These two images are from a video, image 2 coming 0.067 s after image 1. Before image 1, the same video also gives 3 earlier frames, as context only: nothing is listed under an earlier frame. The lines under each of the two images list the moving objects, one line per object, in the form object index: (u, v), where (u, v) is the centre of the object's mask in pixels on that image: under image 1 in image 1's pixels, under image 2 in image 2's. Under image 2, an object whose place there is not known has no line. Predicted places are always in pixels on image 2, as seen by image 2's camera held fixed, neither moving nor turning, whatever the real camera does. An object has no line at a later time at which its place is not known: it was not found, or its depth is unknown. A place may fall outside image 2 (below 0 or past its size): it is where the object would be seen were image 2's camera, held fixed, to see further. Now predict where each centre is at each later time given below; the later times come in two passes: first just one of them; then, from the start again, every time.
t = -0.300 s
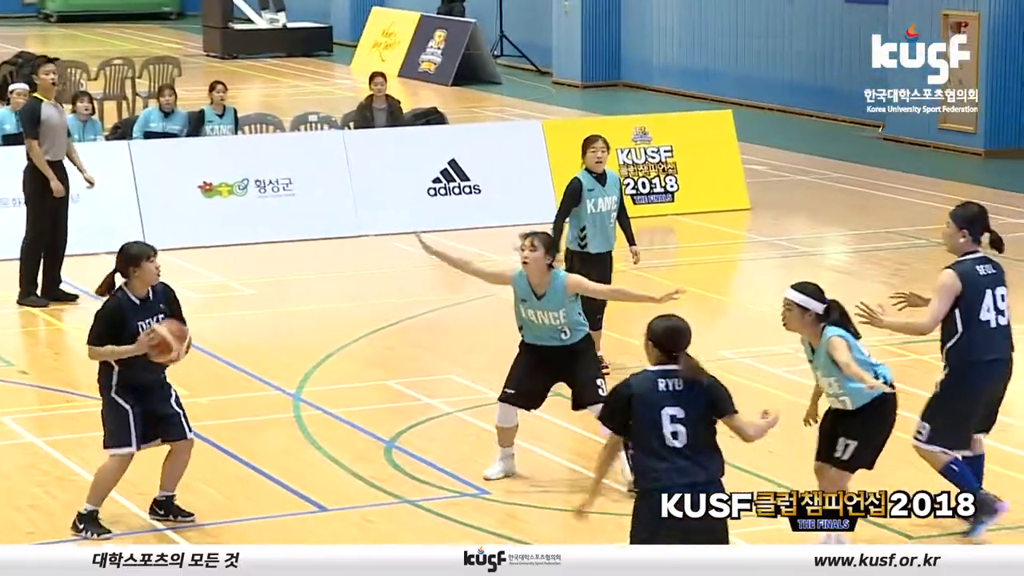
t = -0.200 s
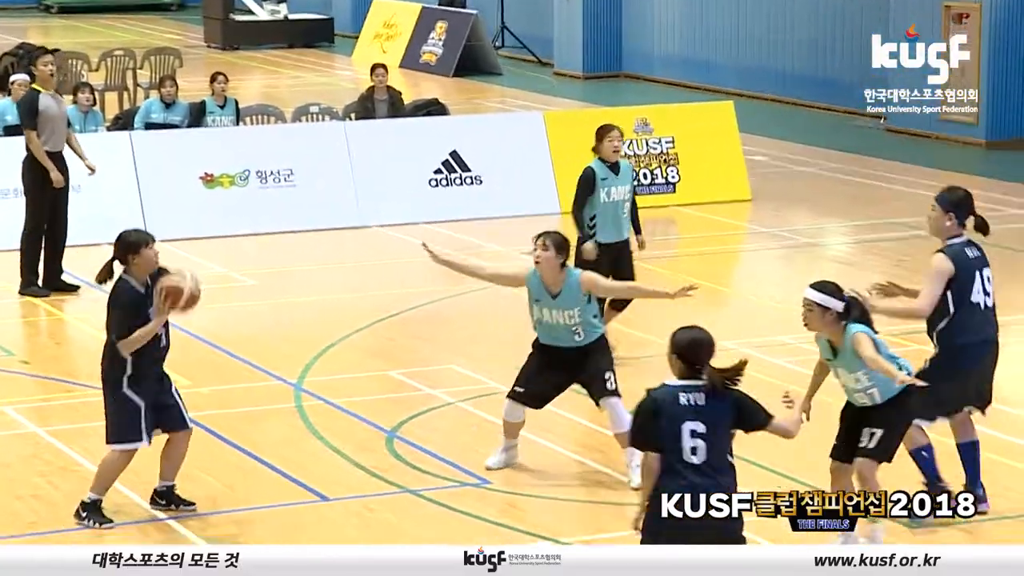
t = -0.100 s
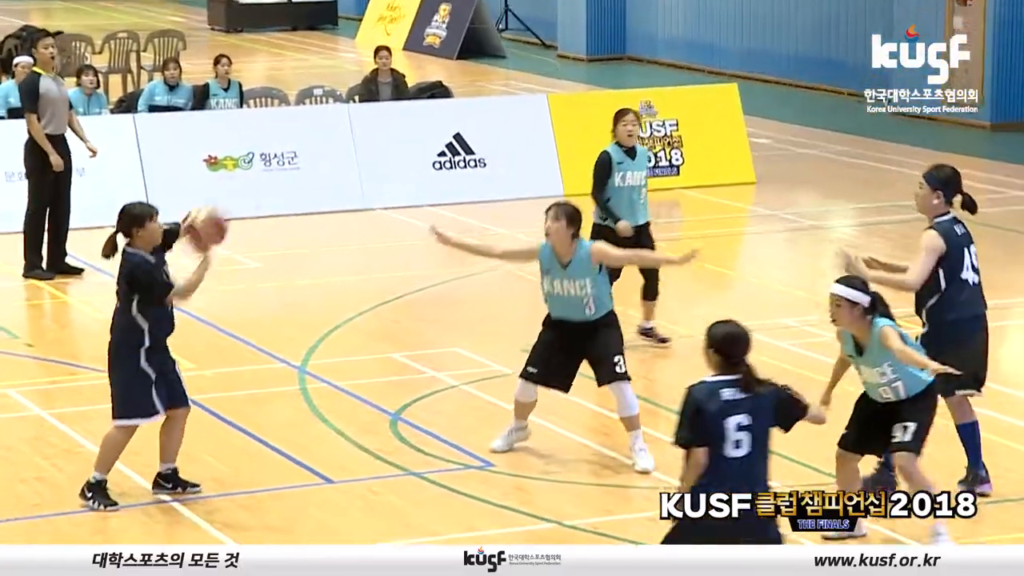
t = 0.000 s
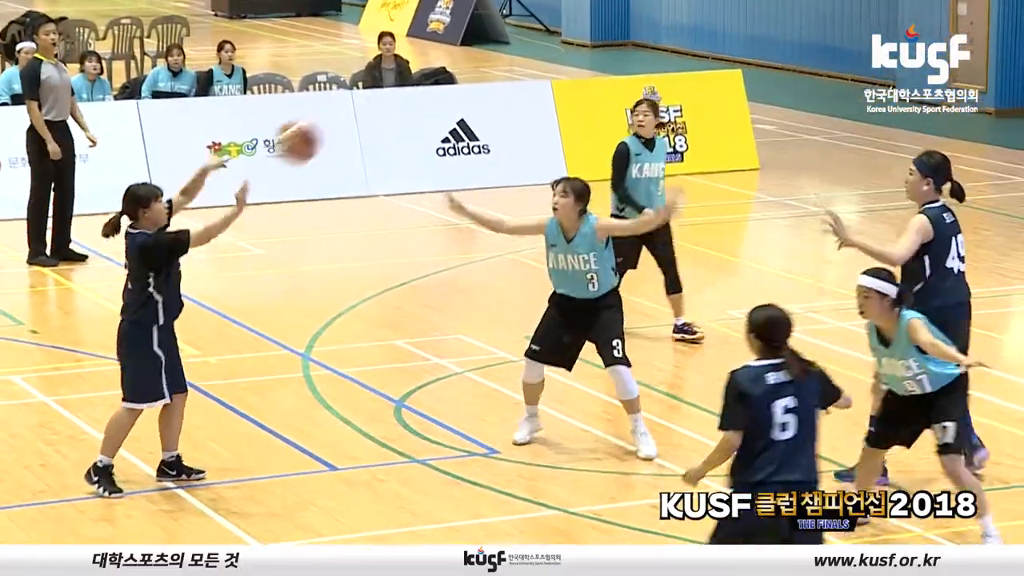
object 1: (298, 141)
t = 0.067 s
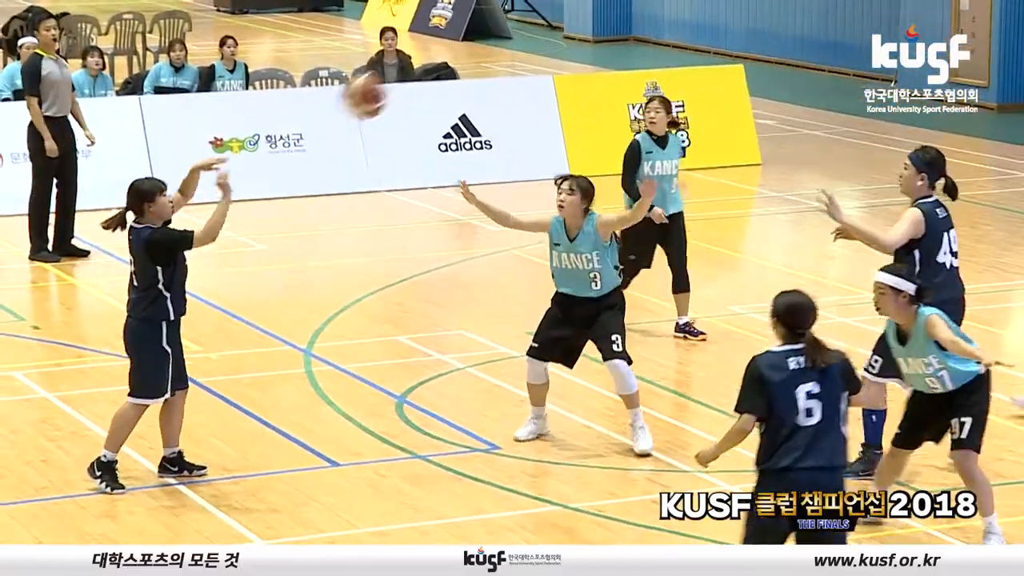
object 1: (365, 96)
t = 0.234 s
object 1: (527, 28)
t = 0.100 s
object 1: (397, 77)
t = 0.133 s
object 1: (431, 64)
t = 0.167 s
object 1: (462, 48)
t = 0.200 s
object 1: (496, 38)
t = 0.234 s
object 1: (527, 28)
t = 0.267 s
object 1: (560, 21)
